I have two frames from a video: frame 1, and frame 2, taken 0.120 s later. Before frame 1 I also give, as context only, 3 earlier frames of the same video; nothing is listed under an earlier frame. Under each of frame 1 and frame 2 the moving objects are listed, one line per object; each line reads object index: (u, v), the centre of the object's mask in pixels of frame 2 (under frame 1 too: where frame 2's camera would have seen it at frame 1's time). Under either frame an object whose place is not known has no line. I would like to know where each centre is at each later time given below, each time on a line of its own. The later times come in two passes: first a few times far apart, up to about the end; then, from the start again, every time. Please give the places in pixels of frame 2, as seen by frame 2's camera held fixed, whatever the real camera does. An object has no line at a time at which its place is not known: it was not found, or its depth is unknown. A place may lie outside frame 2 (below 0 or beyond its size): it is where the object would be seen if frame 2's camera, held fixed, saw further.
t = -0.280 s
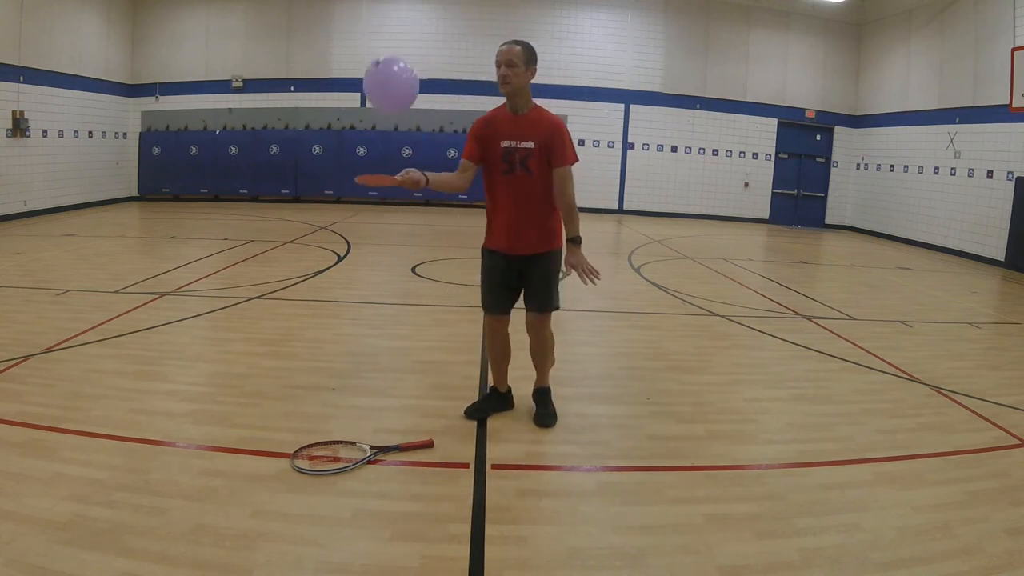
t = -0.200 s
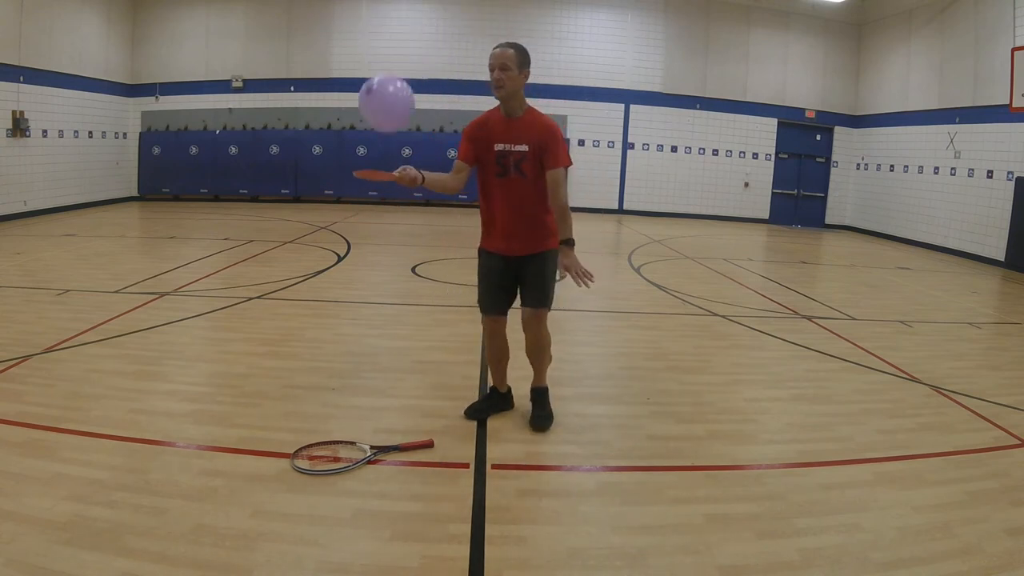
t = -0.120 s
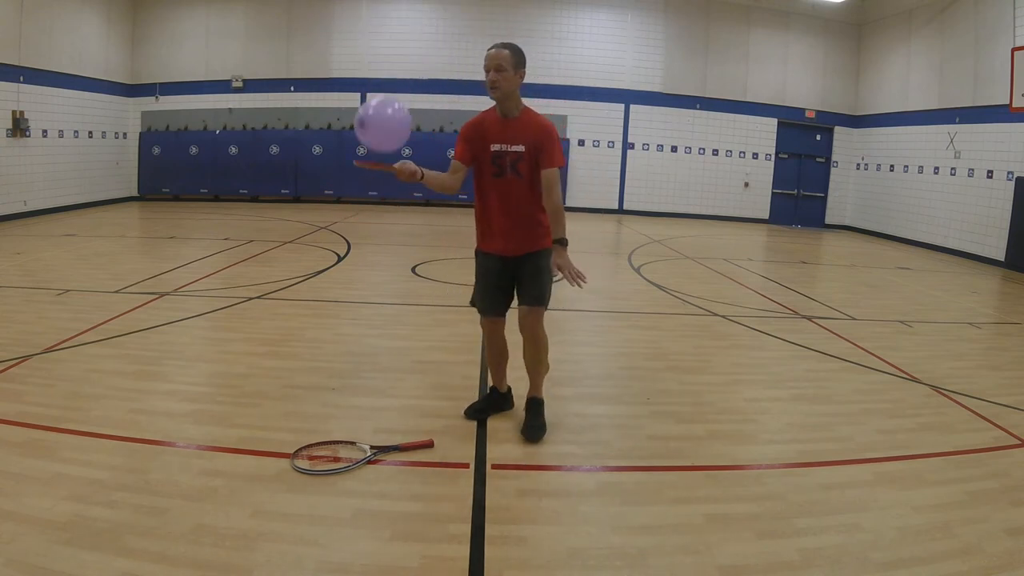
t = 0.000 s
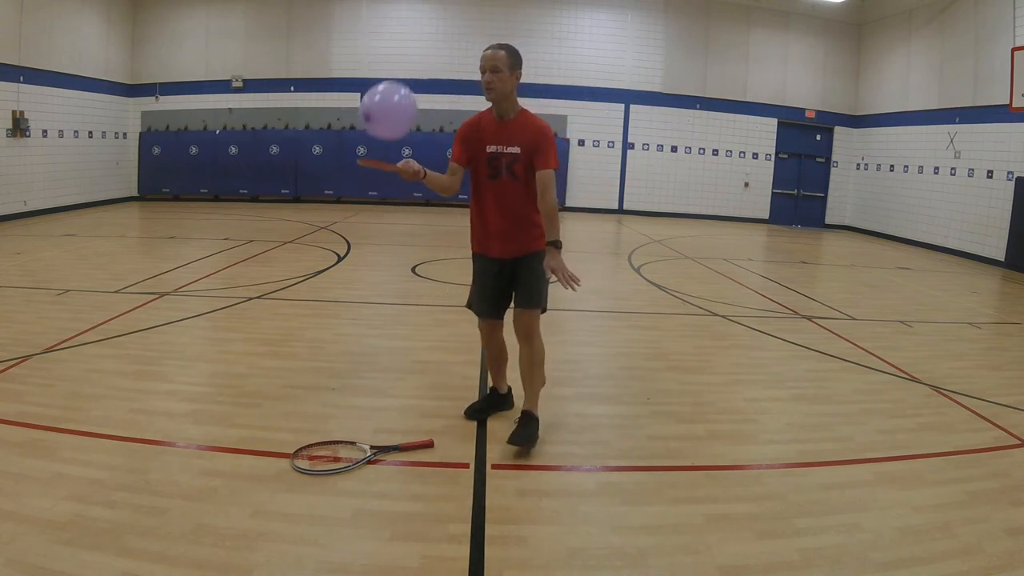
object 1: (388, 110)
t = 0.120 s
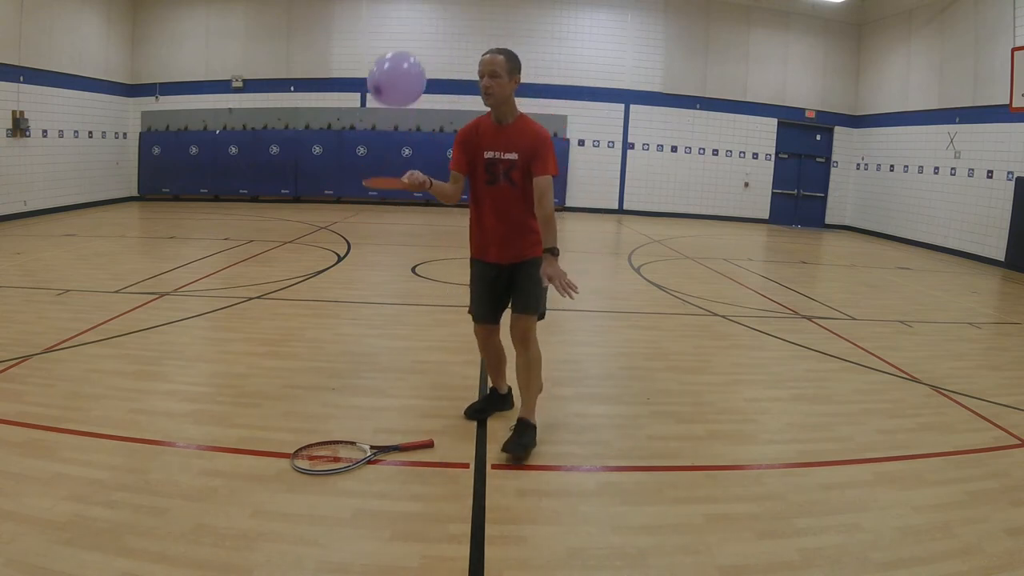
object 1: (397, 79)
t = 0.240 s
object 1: (404, 58)
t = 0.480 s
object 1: (417, 44)
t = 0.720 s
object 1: (430, 71)
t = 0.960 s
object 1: (441, 134)
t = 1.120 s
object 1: (447, 187)
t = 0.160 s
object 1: (399, 71)
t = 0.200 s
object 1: (401, 64)
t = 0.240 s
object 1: (404, 58)
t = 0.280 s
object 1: (406, 53)
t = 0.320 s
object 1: (409, 48)
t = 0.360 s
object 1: (411, 46)
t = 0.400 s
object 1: (413, 44)
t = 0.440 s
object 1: (415, 44)
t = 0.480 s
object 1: (417, 44)
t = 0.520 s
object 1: (419, 46)
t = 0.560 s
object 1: (422, 49)
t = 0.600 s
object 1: (424, 53)
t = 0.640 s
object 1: (426, 58)
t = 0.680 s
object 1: (428, 64)
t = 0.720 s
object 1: (430, 71)
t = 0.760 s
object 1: (431, 79)
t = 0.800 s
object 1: (433, 88)
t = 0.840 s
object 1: (435, 98)
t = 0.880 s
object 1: (437, 110)
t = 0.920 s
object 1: (439, 121)
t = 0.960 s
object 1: (441, 134)
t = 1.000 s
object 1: (443, 147)
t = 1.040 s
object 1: (444, 161)
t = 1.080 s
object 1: (446, 174)
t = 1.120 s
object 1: (447, 187)
